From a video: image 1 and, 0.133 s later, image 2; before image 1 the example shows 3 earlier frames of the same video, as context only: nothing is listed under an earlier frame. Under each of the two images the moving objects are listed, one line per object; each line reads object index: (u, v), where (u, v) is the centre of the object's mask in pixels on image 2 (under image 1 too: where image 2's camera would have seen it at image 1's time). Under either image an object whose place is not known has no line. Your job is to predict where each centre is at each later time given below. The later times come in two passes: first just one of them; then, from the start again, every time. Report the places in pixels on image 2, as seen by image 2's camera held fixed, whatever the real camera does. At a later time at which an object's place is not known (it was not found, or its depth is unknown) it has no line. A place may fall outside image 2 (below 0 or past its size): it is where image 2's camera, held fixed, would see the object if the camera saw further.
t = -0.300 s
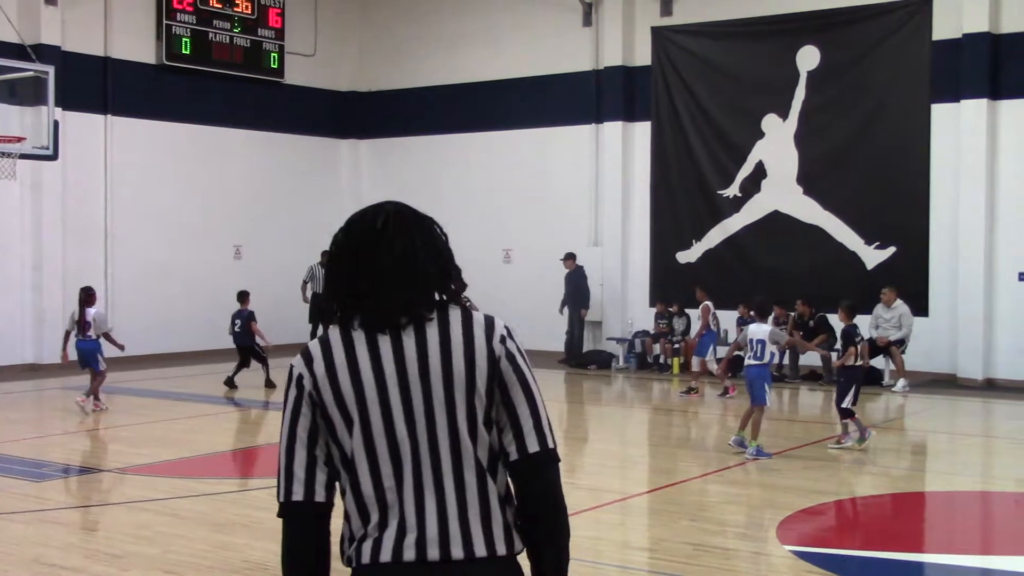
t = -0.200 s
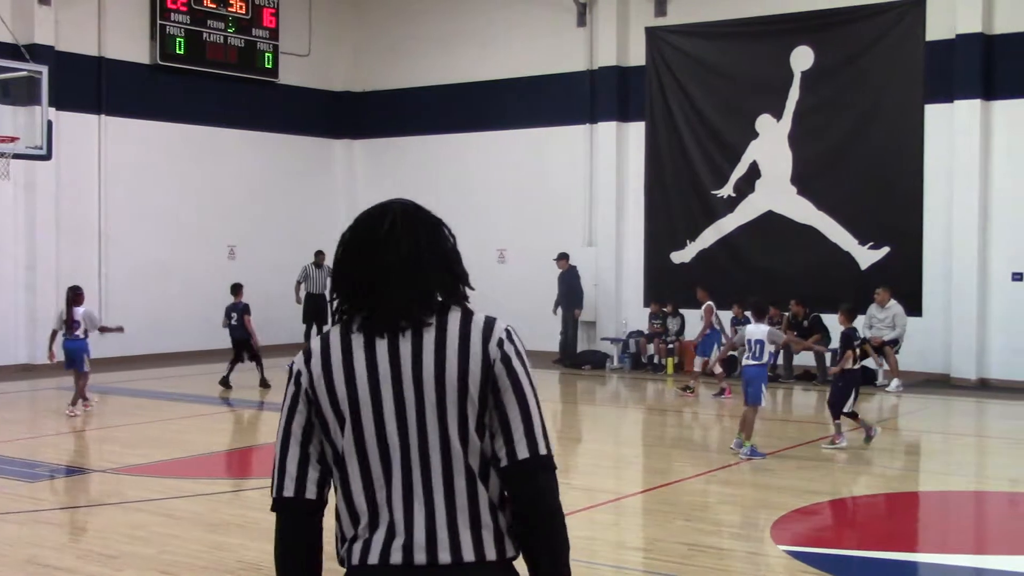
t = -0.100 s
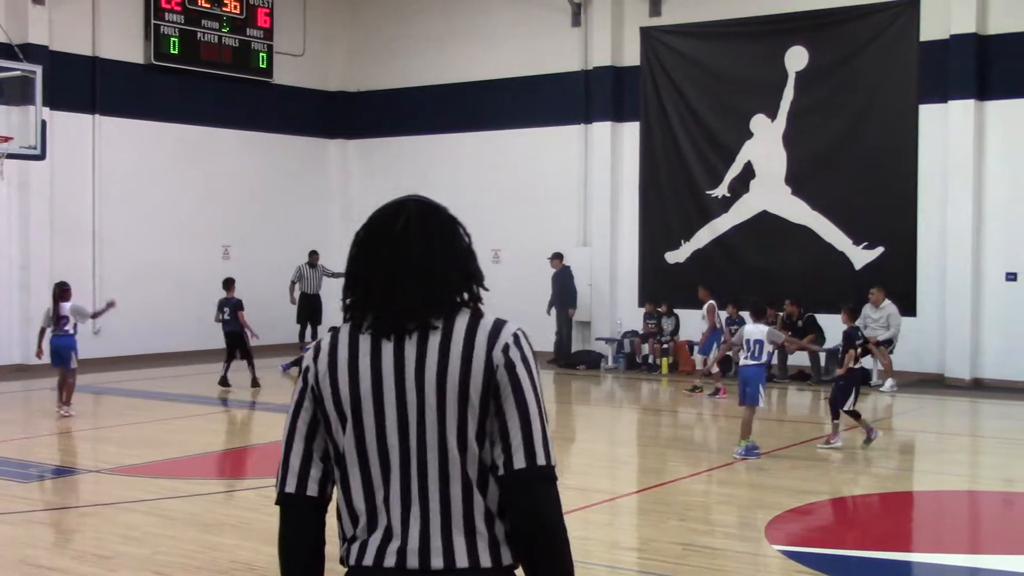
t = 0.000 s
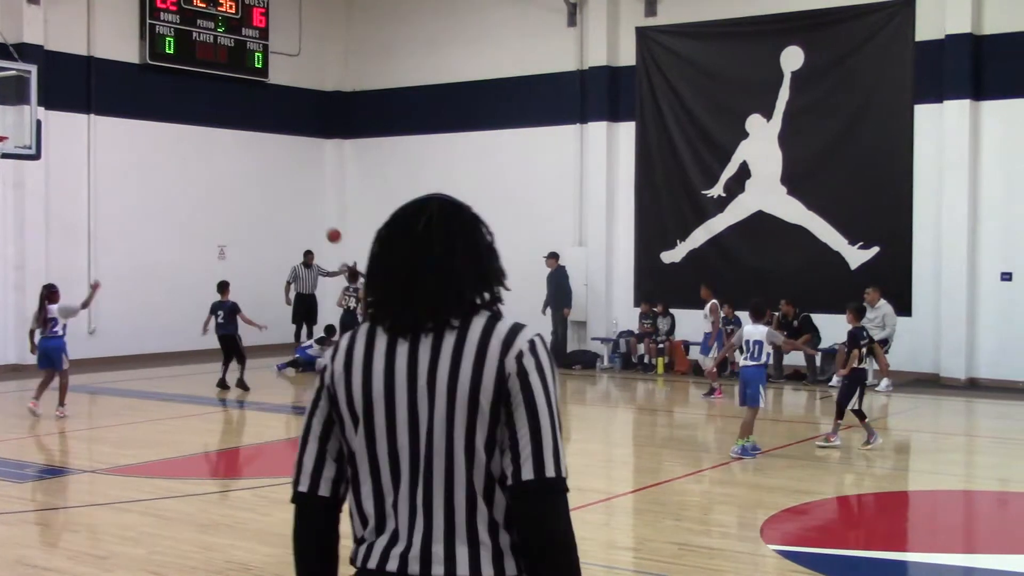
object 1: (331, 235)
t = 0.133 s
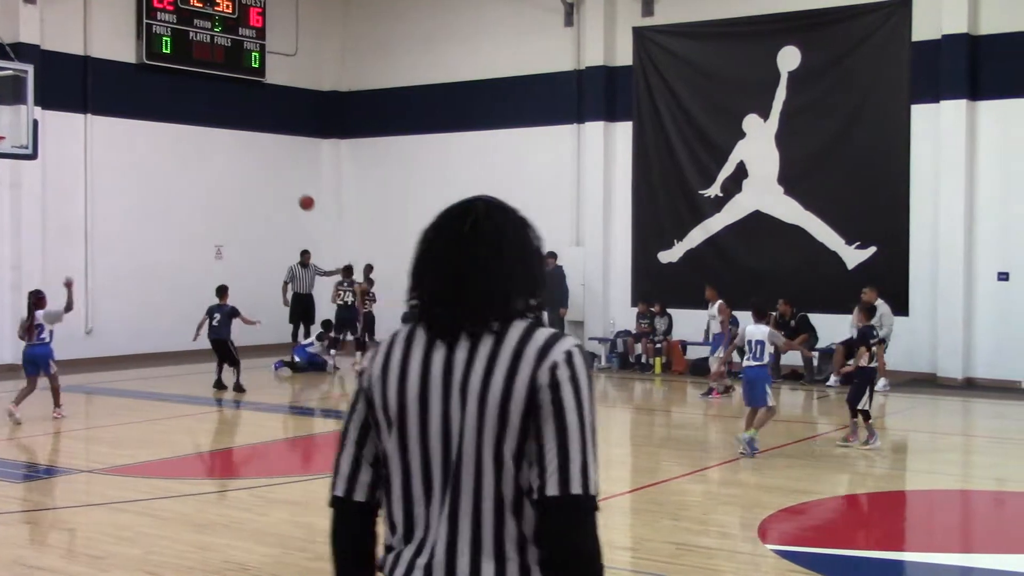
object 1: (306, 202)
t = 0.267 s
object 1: (281, 178)
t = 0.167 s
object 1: (300, 195)
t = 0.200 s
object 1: (294, 189)
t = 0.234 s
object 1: (288, 183)
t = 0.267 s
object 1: (281, 178)
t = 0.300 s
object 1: (275, 174)
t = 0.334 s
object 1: (268, 170)
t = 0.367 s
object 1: (262, 166)
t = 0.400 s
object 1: (255, 164)
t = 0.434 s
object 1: (248, 162)
